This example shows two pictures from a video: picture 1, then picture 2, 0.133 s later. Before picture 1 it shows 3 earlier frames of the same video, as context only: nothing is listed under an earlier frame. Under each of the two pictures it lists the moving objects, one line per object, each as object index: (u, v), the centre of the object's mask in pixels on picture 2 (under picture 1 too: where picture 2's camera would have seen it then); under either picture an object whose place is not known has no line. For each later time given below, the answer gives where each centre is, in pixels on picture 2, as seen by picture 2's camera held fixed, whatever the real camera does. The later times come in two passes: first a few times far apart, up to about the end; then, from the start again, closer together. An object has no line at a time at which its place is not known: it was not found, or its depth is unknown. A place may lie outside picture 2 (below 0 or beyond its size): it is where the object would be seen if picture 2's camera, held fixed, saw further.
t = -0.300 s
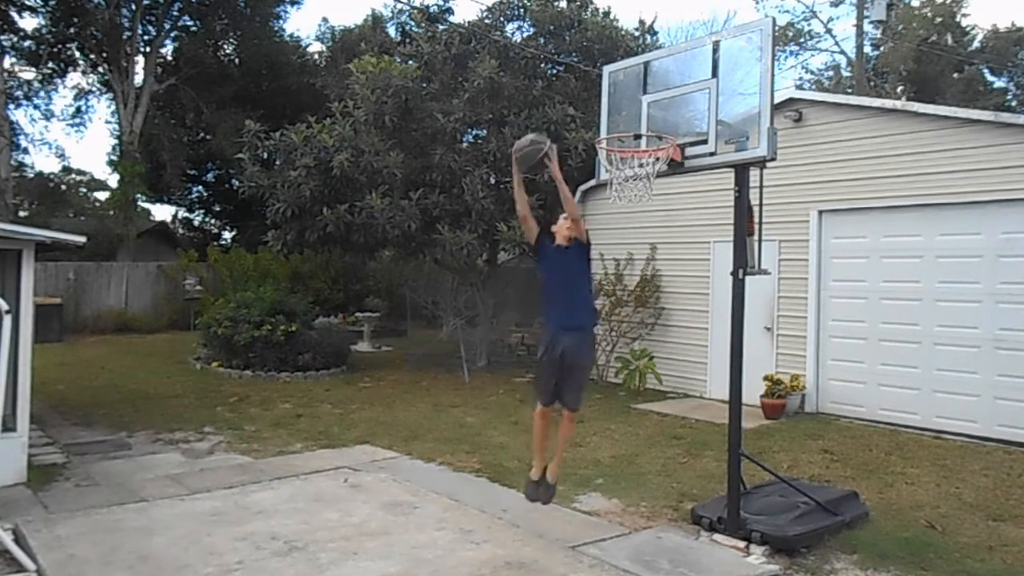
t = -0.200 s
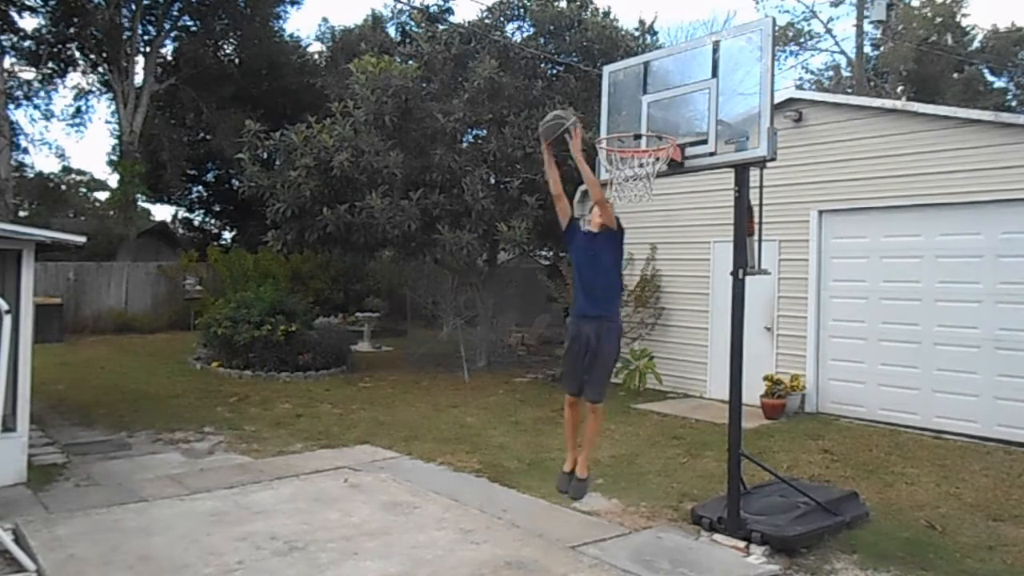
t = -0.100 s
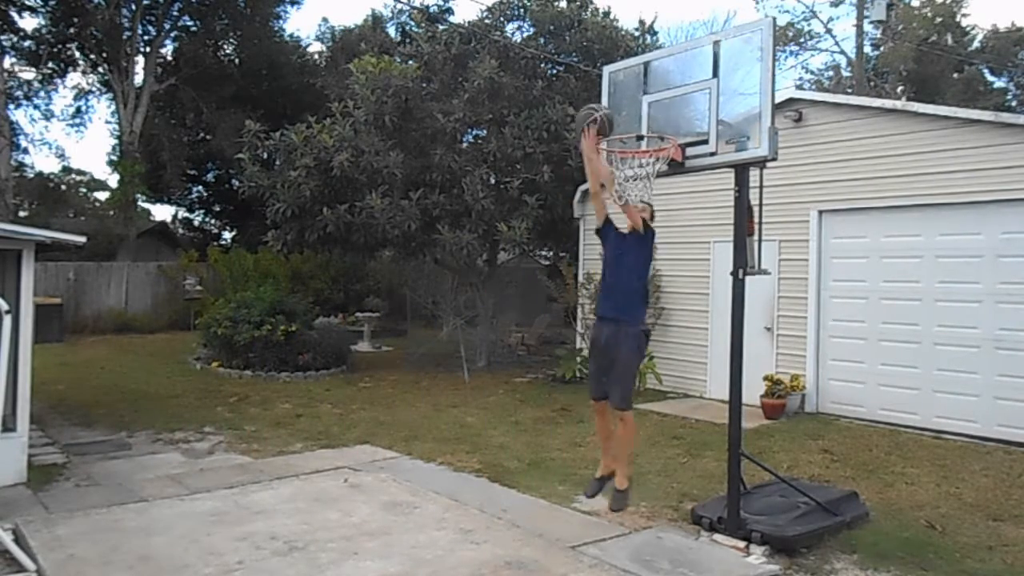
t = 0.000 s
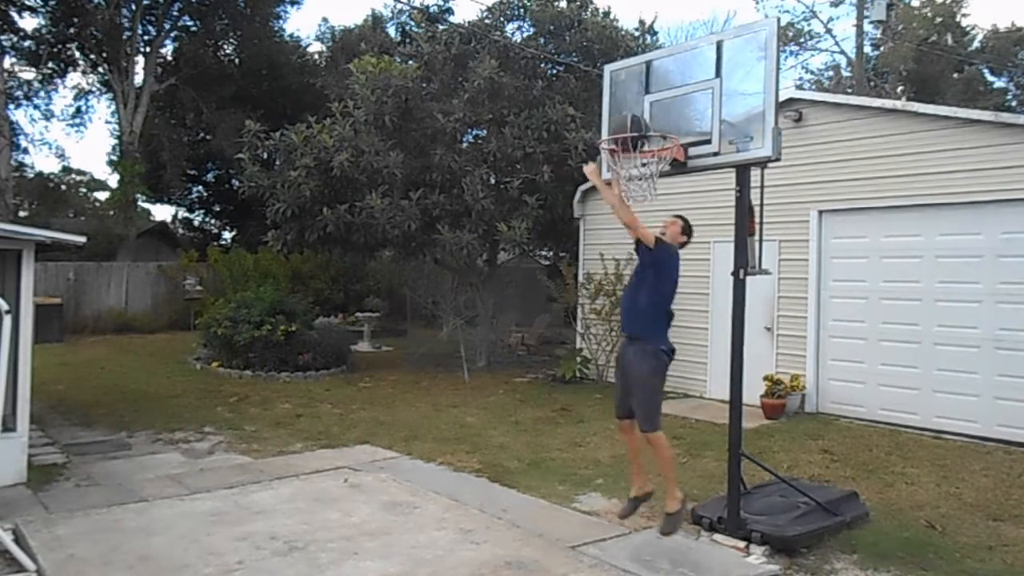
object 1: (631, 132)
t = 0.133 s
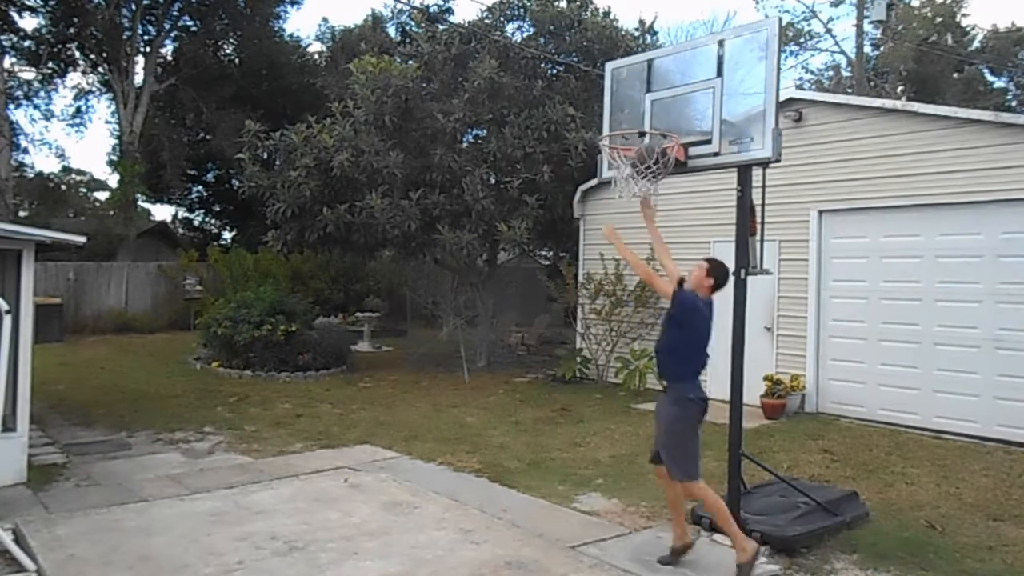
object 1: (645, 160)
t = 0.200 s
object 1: (646, 186)
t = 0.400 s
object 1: (611, 198)
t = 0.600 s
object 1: (592, 263)
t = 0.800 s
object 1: (569, 403)
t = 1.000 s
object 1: (550, 543)
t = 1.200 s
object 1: (554, 417)
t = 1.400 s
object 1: (555, 357)
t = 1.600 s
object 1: (553, 369)
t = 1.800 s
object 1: (550, 461)
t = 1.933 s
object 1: (546, 562)
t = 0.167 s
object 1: (640, 166)
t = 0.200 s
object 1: (646, 186)
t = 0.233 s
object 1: (632, 190)
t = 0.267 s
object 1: (629, 190)
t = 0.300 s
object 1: (626, 192)
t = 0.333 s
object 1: (621, 196)
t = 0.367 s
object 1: (616, 199)
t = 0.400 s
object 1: (611, 198)
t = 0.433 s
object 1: (608, 204)
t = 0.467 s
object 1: (605, 209)
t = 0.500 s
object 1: (601, 218)
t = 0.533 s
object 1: (599, 232)
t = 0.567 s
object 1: (595, 247)
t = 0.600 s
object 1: (592, 263)
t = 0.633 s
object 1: (587, 281)
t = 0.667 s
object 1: (583, 302)
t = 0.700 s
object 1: (580, 325)
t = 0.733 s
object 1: (574, 350)
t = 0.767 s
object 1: (572, 374)
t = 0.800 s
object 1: (569, 403)
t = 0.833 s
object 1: (565, 434)
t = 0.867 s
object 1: (560, 469)
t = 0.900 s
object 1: (557, 505)
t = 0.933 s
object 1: (553, 542)
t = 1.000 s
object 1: (550, 543)
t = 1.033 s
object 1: (551, 518)
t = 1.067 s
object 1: (552, 494)
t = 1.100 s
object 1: (553, 472)
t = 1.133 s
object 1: (553, 451)
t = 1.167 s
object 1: (553, 433)
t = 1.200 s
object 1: (554, 417)
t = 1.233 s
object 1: (554, 401)
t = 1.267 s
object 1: (554, 388)
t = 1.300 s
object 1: (554, 377)
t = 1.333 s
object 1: (555, 368)
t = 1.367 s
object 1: (555, 361)
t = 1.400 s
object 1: (555, 357)
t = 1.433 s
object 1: (555, 355)
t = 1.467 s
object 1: (555, 355)
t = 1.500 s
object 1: (555, 356)
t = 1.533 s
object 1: (555, 357)
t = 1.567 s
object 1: (555, 361)
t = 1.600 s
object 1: (553, 369)
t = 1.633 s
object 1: (553, 377)
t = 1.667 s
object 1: (553, 390)
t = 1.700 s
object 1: (552, 404)
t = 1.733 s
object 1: (552, 420)
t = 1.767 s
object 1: (550, 440)
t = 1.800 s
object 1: (550, 461)
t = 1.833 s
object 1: (549, 485)
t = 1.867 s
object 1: (548, 511)
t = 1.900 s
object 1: (547, 539)
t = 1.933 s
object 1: (546, 562)
